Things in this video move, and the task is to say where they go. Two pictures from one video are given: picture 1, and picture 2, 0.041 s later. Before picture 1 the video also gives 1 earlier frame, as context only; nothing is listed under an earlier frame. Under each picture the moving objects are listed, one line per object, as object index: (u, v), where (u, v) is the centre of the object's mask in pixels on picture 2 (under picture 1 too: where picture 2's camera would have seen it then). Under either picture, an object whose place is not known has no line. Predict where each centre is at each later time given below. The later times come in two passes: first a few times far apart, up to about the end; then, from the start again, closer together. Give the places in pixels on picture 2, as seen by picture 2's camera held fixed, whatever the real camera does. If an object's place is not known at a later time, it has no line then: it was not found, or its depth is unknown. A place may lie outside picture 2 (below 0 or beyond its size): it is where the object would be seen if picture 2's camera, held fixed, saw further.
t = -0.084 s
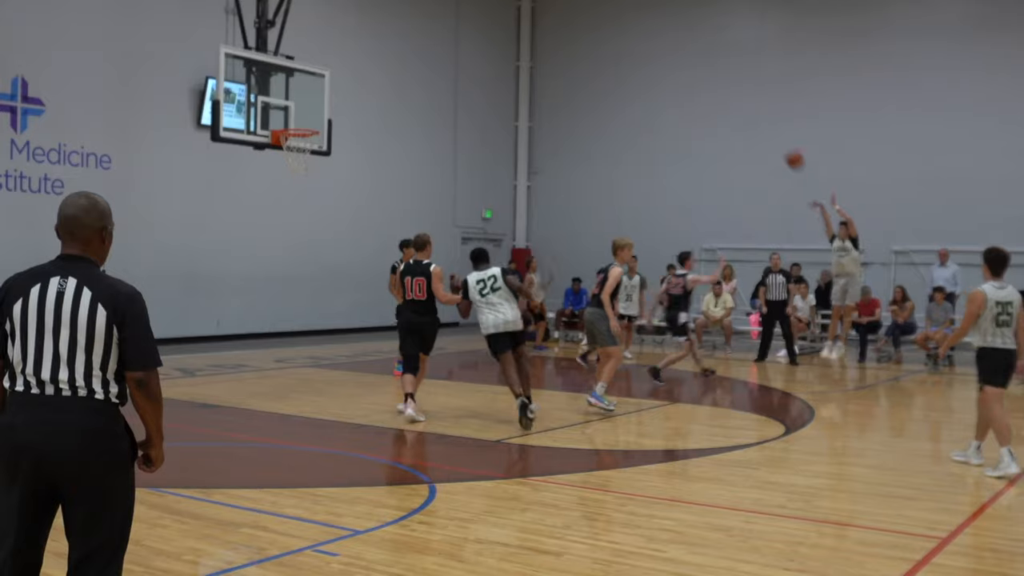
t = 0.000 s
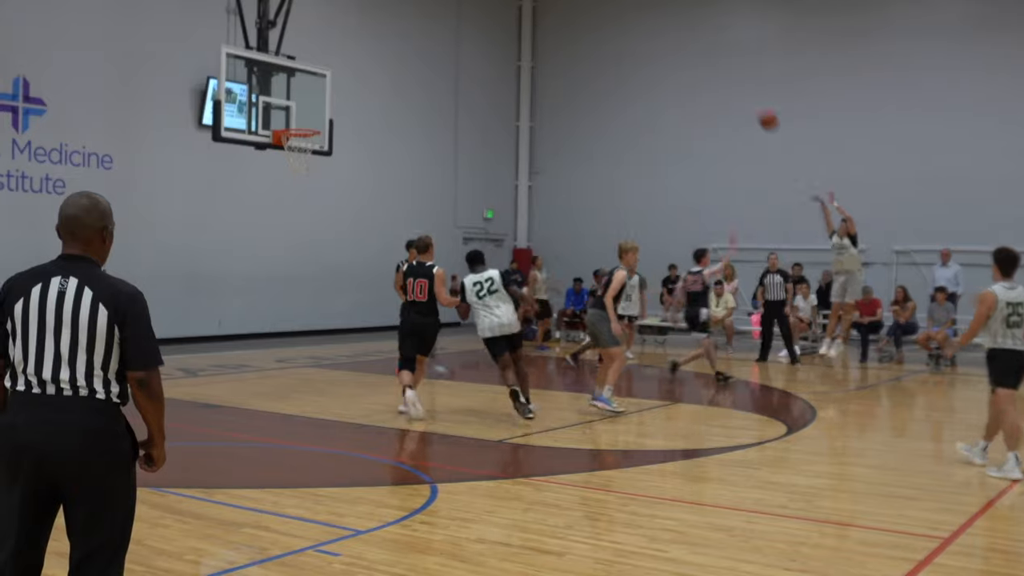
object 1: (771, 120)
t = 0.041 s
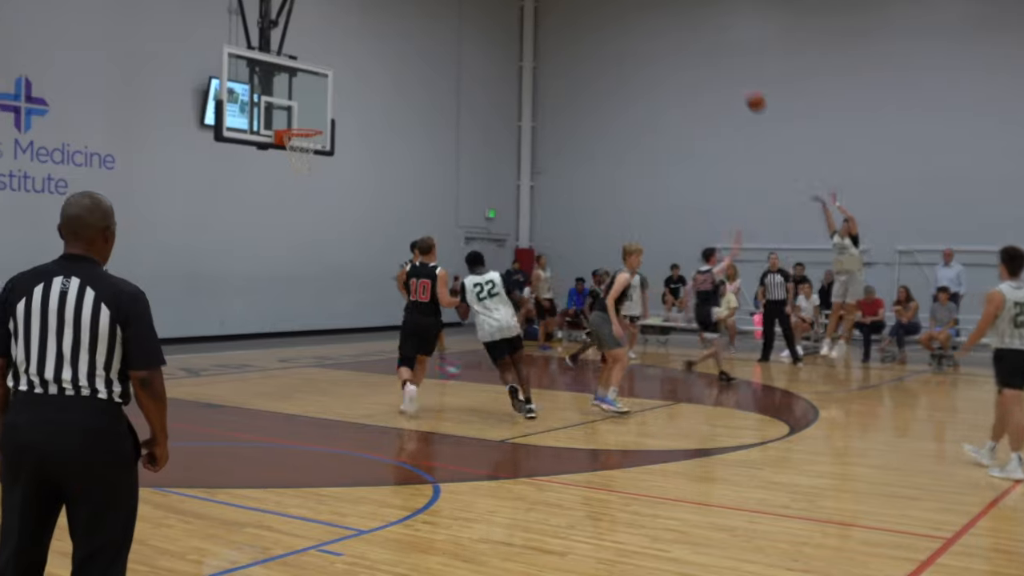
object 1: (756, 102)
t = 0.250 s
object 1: (683, 30)
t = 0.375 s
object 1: (637, 6)
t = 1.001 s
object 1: (402, 32)
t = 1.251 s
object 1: (304, 120)
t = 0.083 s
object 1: (741, 86)
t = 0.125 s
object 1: (727, 71)
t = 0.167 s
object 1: (713, 56)
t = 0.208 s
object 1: (698, 42)
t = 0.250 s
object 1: (683, 30)
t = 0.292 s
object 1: (667, 19)
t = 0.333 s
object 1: (653, 10)
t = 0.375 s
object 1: (637, 6)
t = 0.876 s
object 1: (451, 5)
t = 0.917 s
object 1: (437, 10)
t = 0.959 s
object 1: (420, 20)
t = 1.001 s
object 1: (402, 32)
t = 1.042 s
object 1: (385, 45)
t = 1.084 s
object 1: (368, 59)
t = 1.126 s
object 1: (351, 75)
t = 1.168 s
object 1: (334, 92)
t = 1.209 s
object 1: (317, 112)
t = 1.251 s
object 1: (304, 120)
